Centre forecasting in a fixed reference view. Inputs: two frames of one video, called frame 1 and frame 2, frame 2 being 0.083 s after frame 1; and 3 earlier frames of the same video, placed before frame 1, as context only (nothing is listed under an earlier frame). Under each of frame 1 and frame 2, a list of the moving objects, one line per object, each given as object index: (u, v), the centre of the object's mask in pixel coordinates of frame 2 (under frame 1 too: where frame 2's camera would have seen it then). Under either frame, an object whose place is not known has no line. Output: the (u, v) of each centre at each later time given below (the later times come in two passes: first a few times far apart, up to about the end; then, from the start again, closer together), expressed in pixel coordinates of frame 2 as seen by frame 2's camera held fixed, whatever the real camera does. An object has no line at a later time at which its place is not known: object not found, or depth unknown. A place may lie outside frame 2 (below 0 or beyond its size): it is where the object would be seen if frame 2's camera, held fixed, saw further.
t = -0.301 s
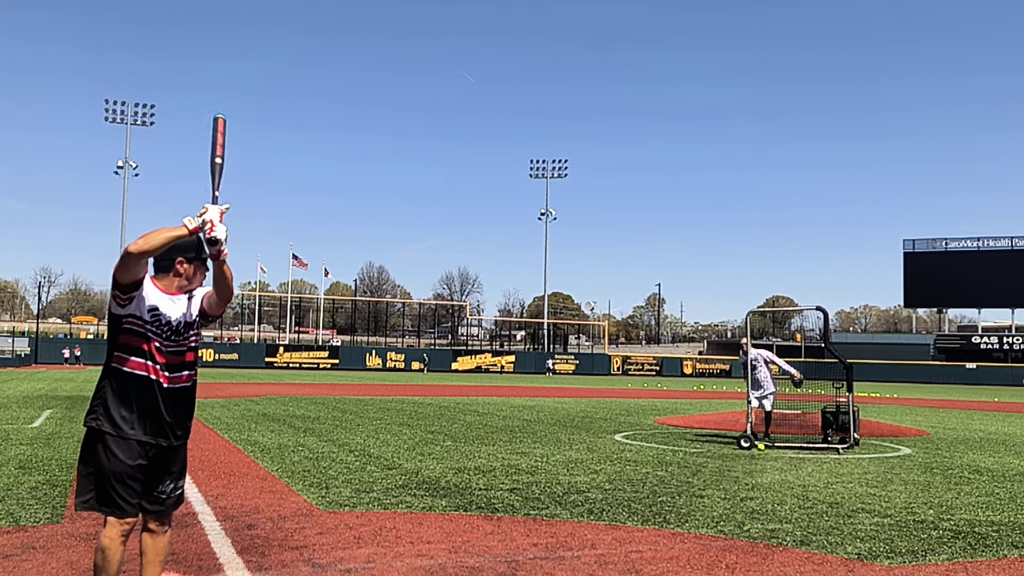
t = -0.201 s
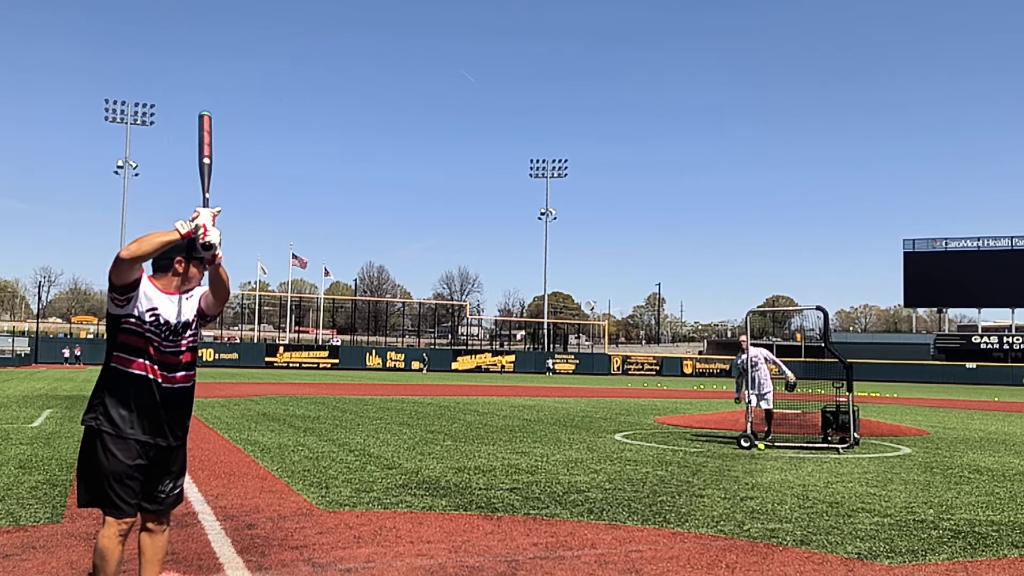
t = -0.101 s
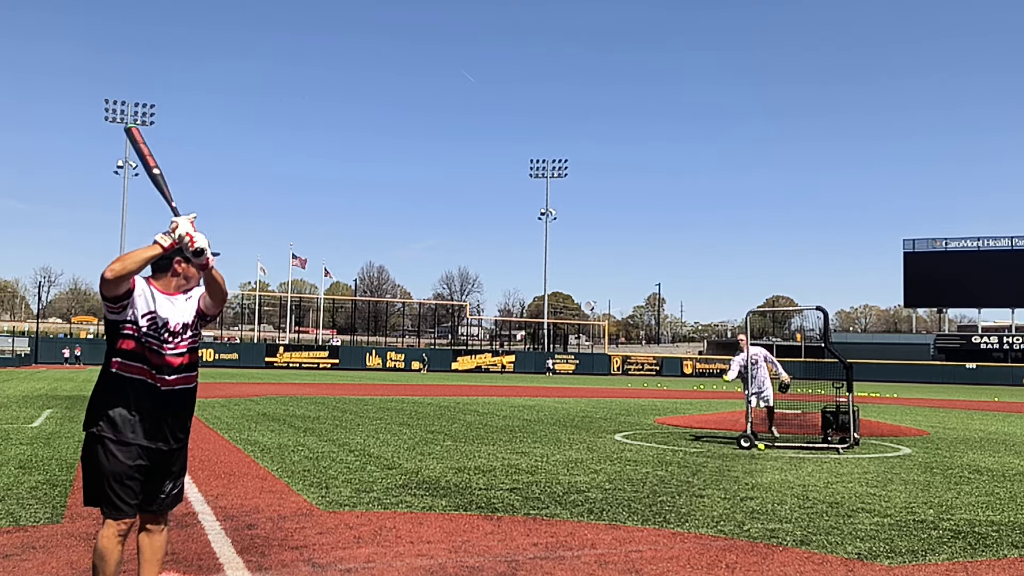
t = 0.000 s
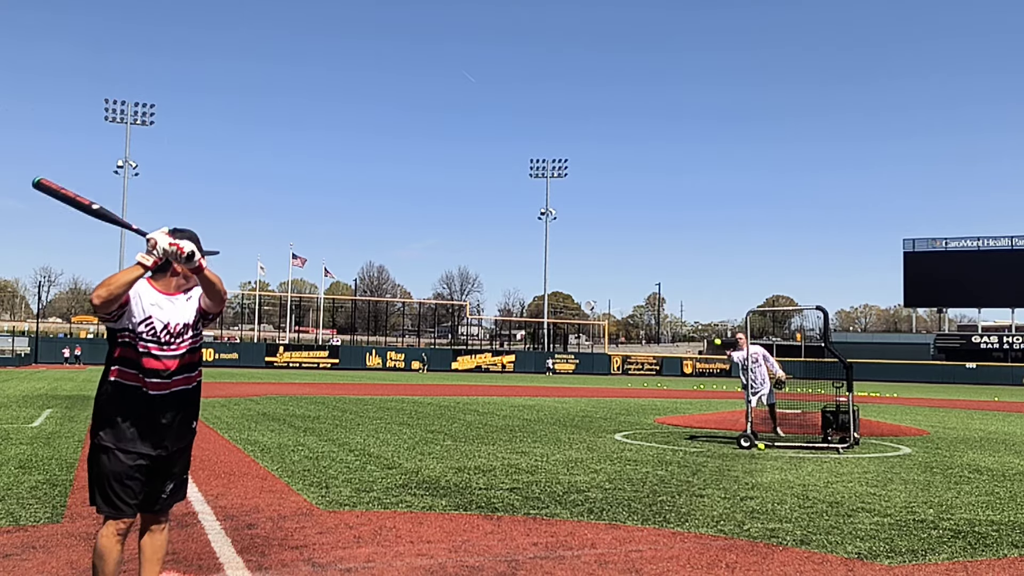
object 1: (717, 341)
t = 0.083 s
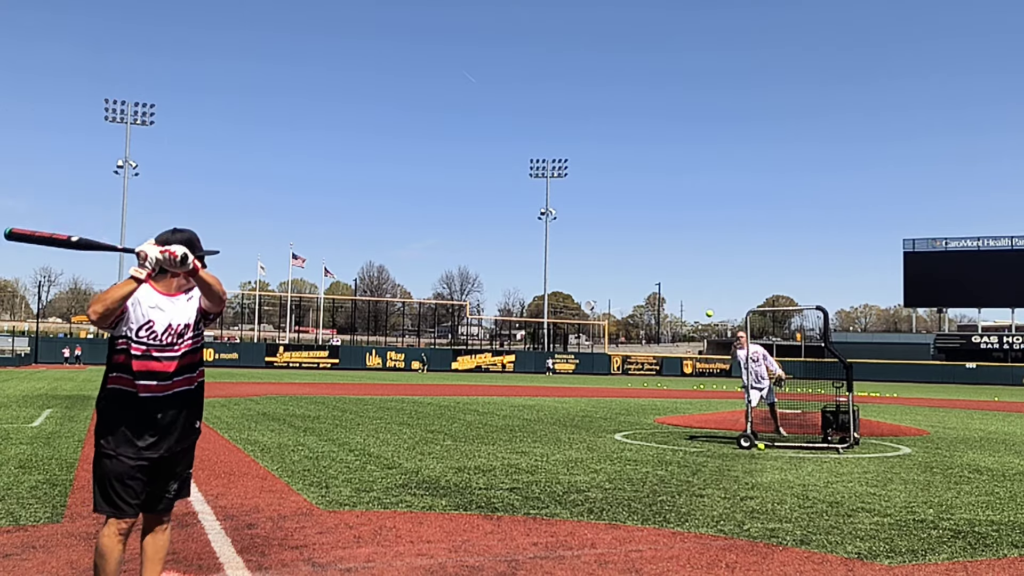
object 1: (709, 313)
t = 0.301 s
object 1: (683, 248)
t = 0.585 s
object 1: (635, 194)
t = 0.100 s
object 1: (707, 308)
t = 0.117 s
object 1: (705, 302)
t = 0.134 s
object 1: (704, 296)
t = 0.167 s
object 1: (700, 286)
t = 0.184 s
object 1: (698, 281)
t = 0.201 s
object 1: (696, 276)
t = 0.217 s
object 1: (694, 271)
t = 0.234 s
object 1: (692, 266)
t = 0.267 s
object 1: (688, 257)
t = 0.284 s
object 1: (686, 252)
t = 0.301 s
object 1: (683, 248)
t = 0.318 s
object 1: (681, 244)
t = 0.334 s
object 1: (679, 239)
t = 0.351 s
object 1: (676, 235)
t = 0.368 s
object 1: (674, 231)
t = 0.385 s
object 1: (671, 227)
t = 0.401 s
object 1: (669, 224)
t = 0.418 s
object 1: (666, 220)
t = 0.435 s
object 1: (663, 217)
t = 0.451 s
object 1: (661, 214)
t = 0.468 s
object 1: (658, 210)
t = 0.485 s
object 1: (655, 208)
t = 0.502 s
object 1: (652, 205)
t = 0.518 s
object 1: (649, 203)
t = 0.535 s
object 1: (646, 200)
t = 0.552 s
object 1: (642, 198)
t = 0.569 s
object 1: (639, 196)
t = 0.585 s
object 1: (635, 194)
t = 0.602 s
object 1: (632, 193)
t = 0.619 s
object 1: (628, 192)
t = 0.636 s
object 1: (624, 190)
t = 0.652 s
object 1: (620, 190)
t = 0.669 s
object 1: (616, 189)
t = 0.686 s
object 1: (611, 189)
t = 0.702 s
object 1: (607, 189)
